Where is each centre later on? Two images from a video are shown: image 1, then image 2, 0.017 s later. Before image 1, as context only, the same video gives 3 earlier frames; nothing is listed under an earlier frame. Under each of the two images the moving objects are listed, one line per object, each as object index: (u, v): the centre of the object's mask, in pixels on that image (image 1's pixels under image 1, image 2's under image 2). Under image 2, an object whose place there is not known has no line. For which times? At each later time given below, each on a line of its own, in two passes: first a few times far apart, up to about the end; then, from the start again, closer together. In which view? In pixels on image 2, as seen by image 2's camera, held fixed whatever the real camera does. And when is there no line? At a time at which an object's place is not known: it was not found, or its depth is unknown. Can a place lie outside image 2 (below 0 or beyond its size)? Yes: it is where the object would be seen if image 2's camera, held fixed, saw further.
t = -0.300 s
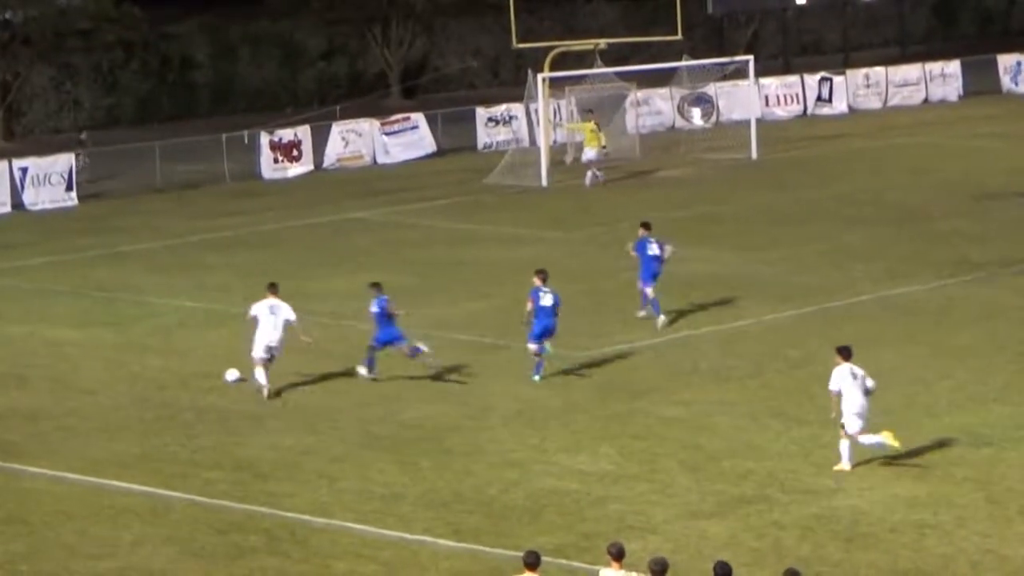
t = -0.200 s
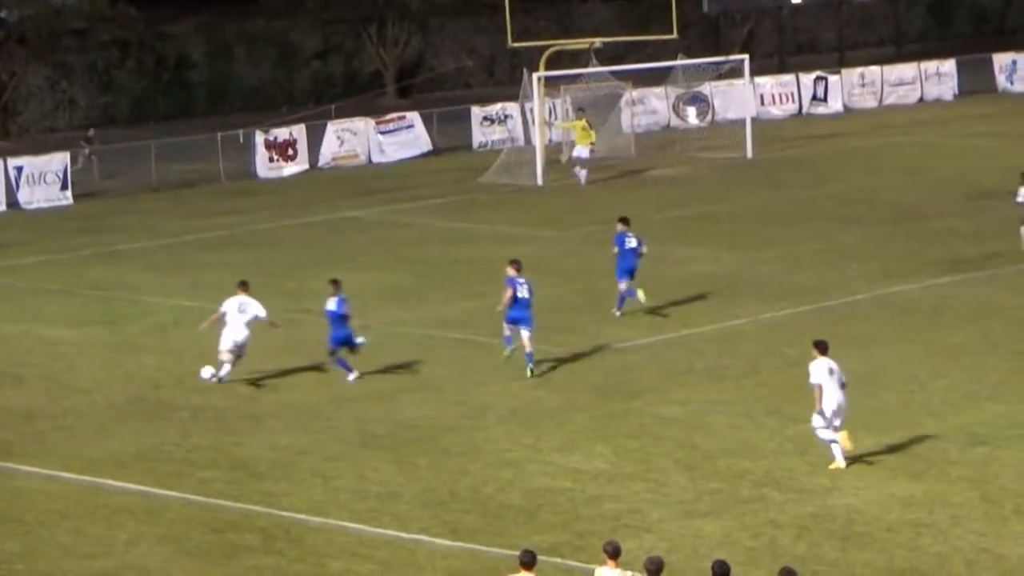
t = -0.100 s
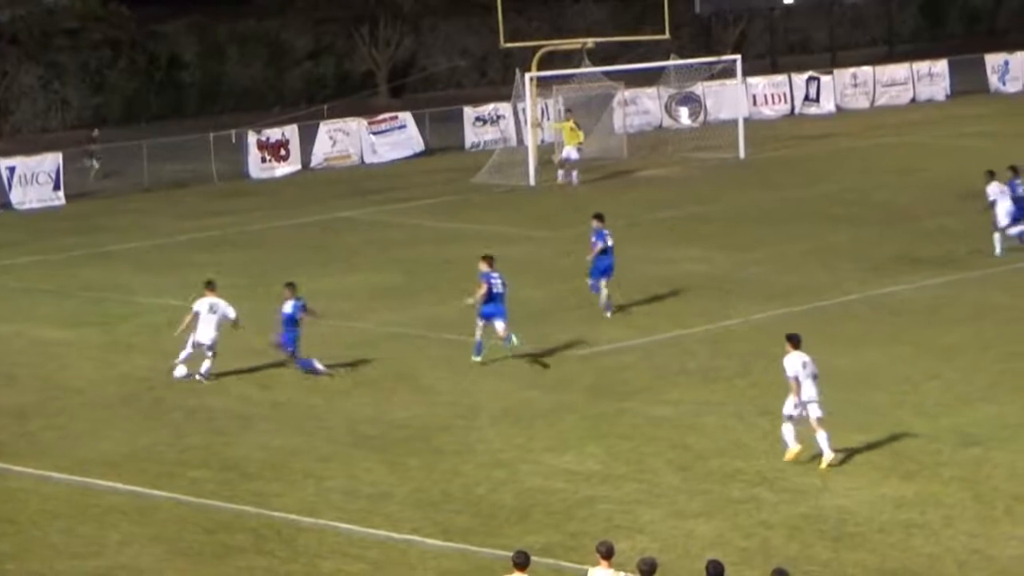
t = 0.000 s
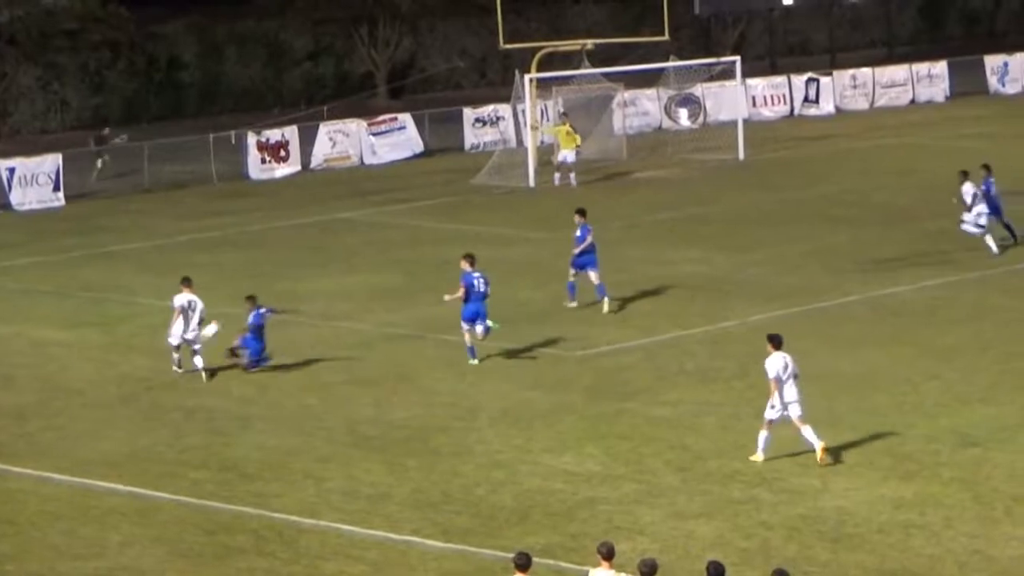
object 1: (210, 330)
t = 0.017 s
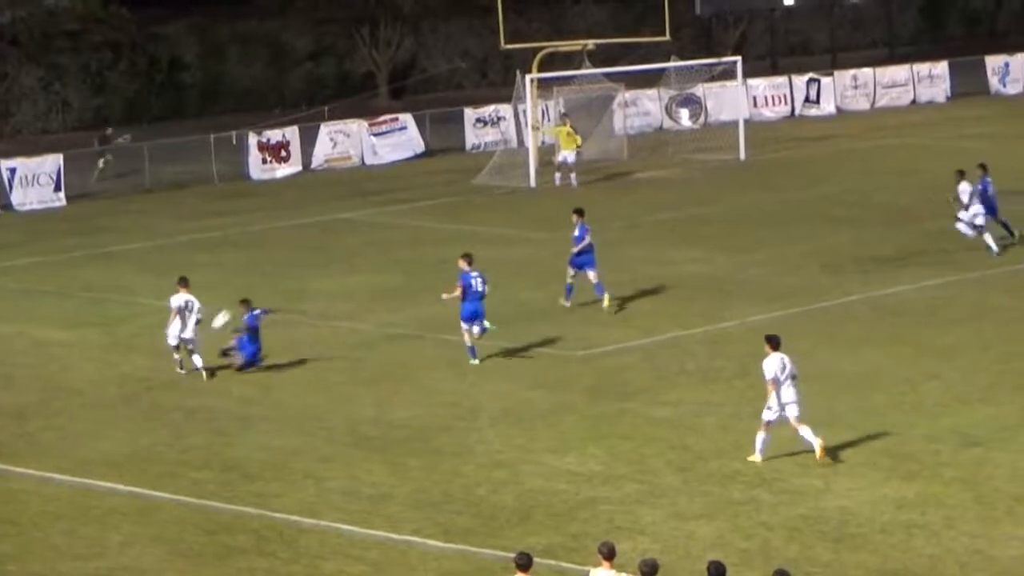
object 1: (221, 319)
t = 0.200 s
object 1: (325, 218)
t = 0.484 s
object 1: (462, 106)
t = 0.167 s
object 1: (306, 235)
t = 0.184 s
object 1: (316, 227)
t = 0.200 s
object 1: (325, 218)
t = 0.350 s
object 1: (404, 153)
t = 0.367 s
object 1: (410, 148)
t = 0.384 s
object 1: (418, 144)
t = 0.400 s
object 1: (426, 135)
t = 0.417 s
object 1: (433, 129)
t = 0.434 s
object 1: (440, 124)
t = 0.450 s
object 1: (447, 118)
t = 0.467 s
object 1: (454, 113)
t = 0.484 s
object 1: (462, 106)
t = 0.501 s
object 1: (470, 102)
